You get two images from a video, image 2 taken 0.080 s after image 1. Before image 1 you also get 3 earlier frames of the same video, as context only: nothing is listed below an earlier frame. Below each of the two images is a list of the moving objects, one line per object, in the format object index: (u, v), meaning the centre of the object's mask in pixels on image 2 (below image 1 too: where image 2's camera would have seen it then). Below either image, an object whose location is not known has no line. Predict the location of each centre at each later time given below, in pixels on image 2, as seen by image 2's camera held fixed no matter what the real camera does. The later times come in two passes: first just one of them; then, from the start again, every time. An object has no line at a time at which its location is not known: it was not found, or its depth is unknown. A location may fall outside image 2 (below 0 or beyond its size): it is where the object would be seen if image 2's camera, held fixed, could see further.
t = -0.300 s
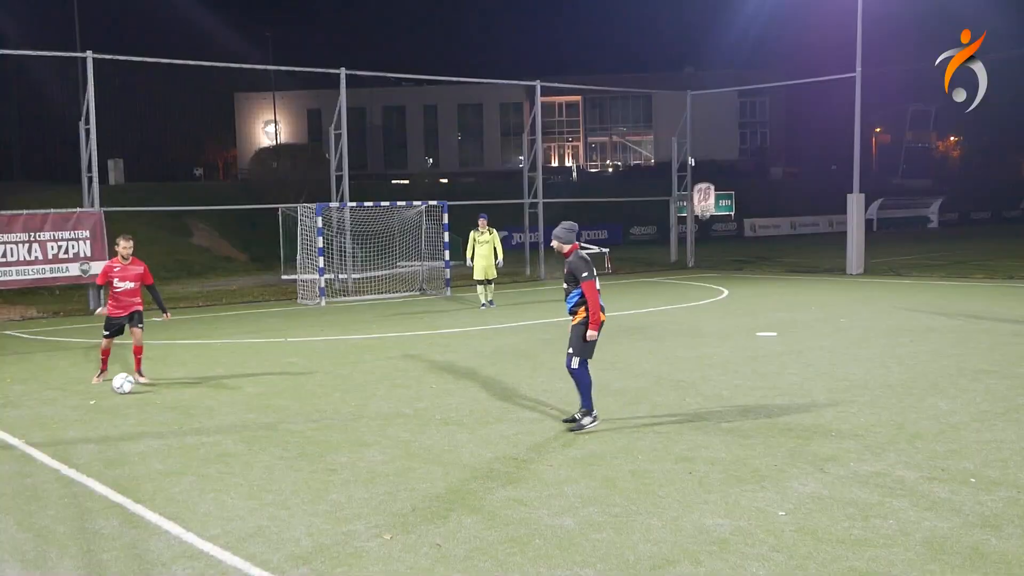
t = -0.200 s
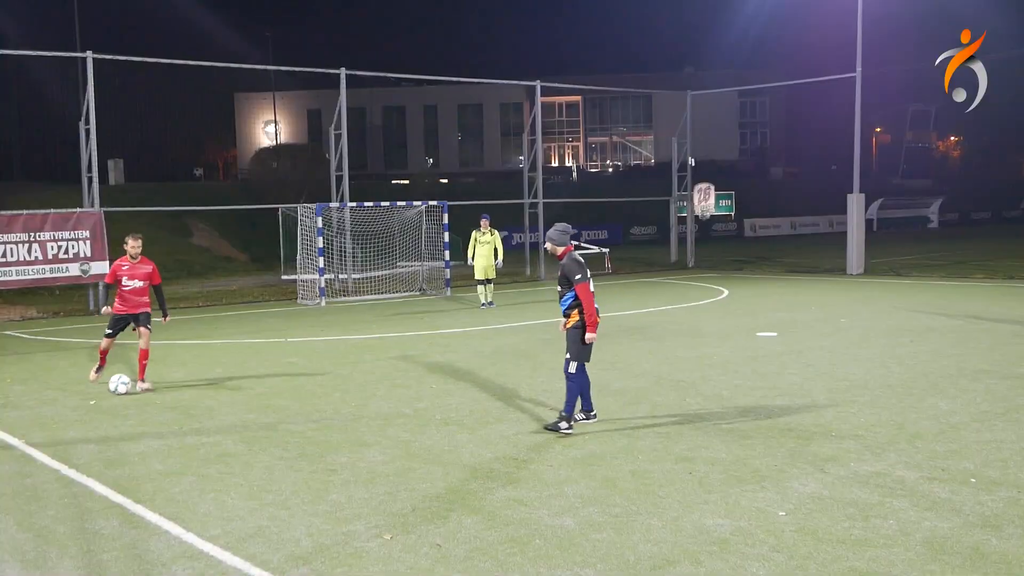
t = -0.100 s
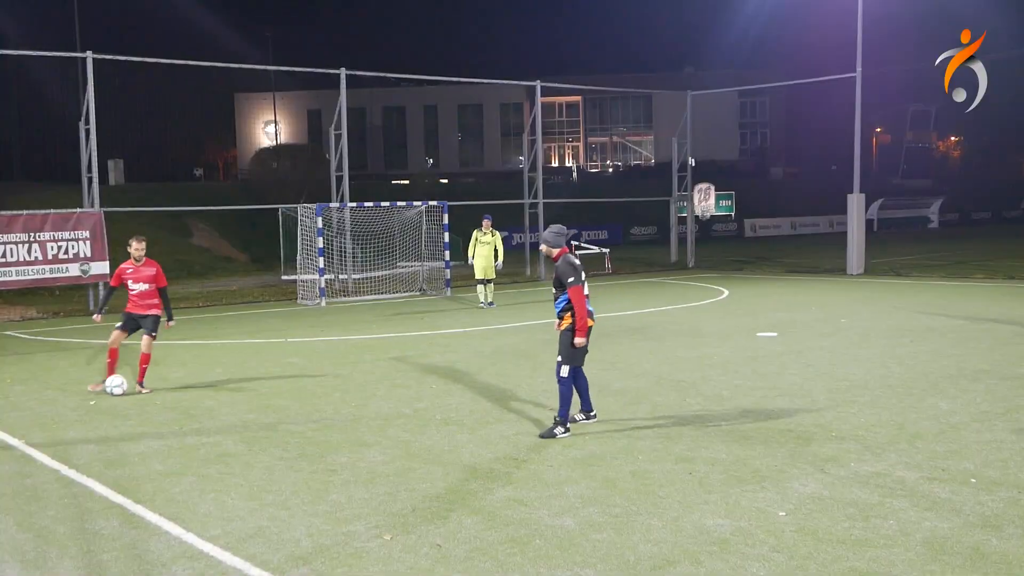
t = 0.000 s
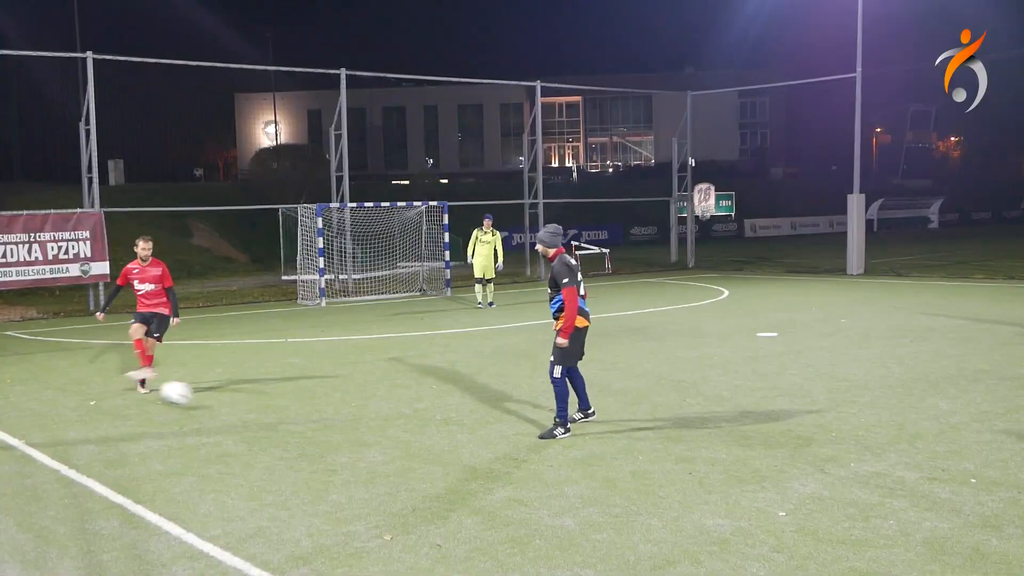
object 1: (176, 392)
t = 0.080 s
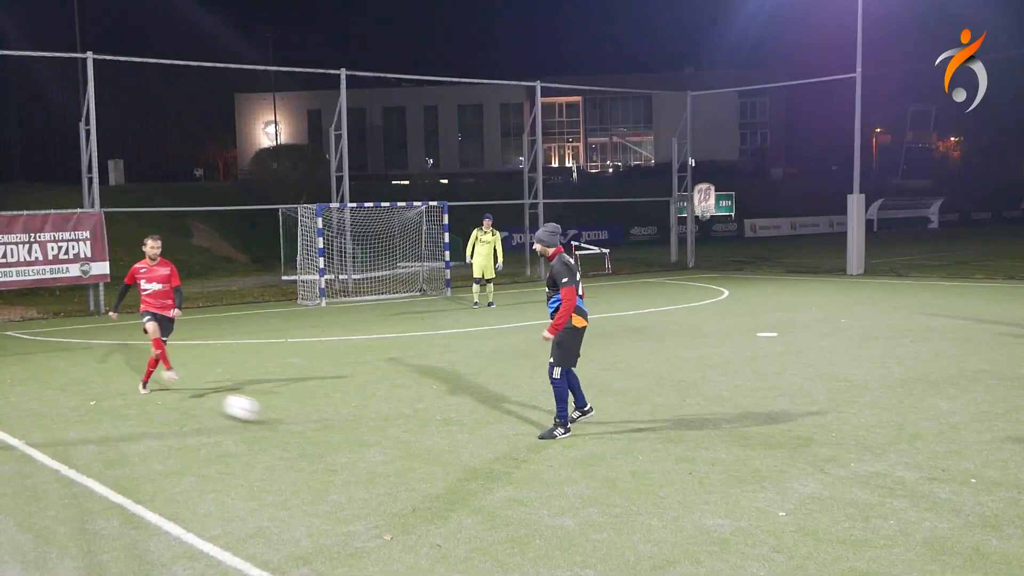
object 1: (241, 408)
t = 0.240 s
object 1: (399, 440)
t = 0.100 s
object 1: (258, 413)
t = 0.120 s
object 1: (277, 418)
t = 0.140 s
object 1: (296, 421)
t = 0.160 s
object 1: (315, 424)
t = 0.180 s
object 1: (335, 427)
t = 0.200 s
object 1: (355, 430)
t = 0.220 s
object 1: (377, 435)
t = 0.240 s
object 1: (399, 440)
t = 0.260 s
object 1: (423, 446)
